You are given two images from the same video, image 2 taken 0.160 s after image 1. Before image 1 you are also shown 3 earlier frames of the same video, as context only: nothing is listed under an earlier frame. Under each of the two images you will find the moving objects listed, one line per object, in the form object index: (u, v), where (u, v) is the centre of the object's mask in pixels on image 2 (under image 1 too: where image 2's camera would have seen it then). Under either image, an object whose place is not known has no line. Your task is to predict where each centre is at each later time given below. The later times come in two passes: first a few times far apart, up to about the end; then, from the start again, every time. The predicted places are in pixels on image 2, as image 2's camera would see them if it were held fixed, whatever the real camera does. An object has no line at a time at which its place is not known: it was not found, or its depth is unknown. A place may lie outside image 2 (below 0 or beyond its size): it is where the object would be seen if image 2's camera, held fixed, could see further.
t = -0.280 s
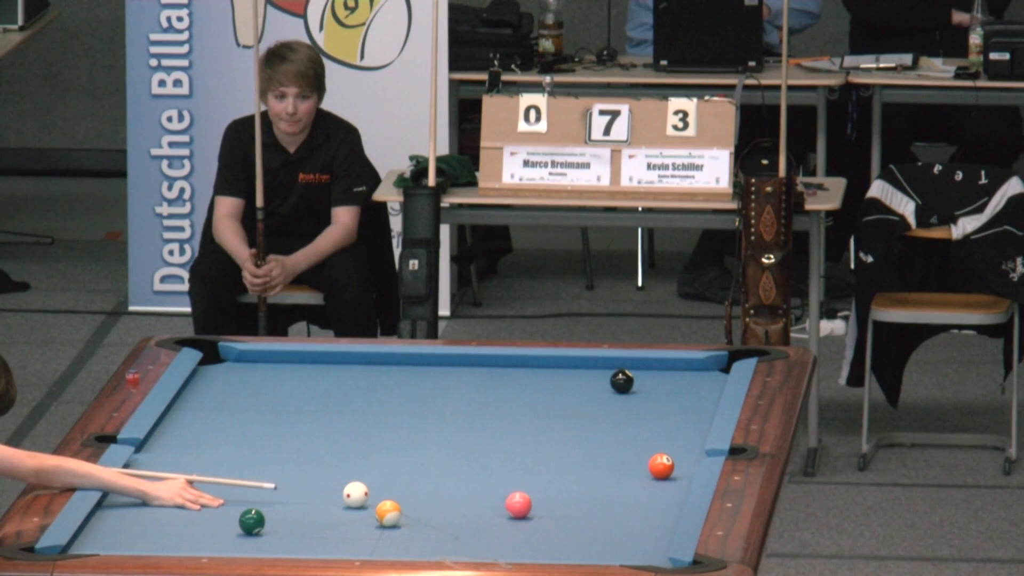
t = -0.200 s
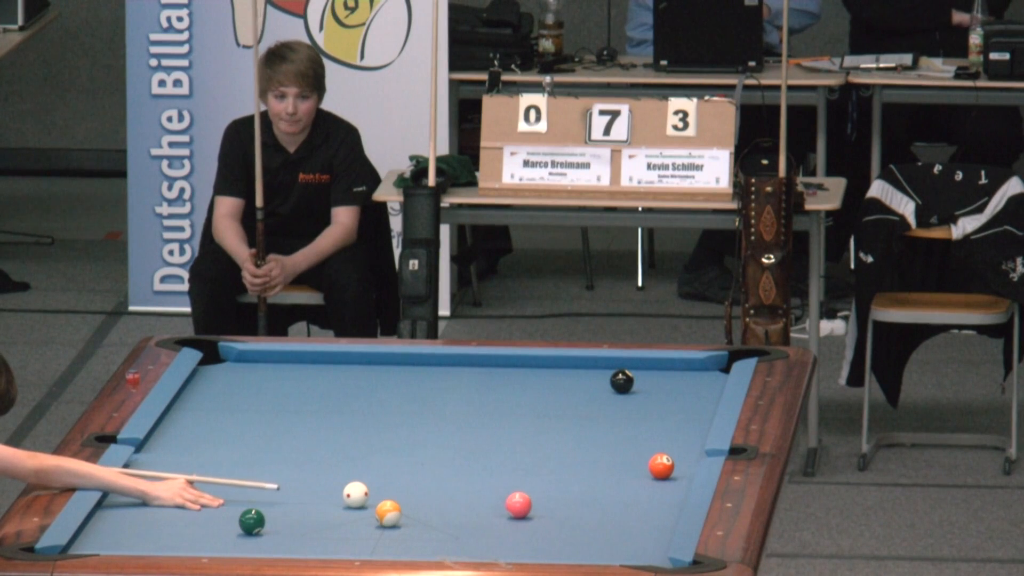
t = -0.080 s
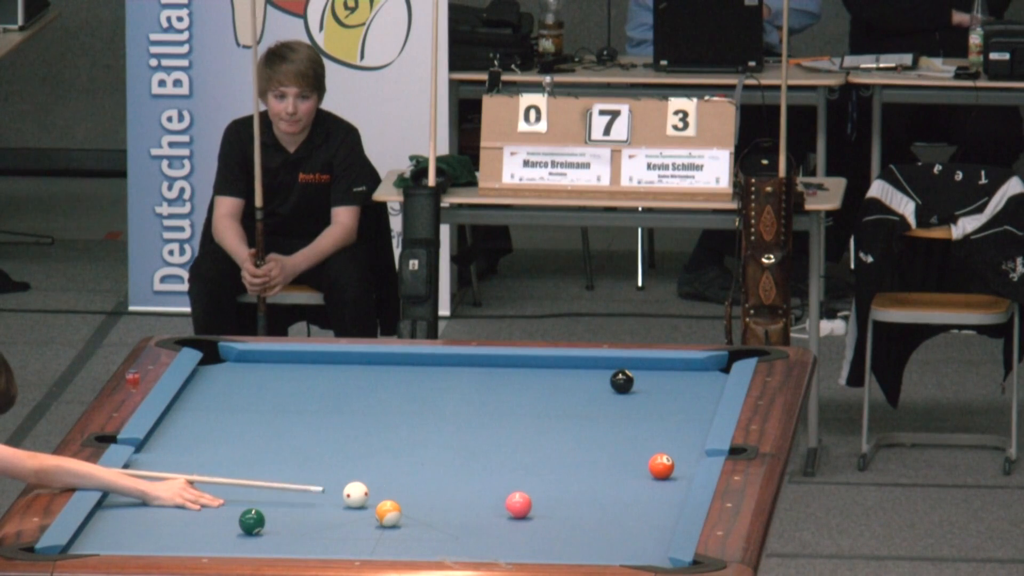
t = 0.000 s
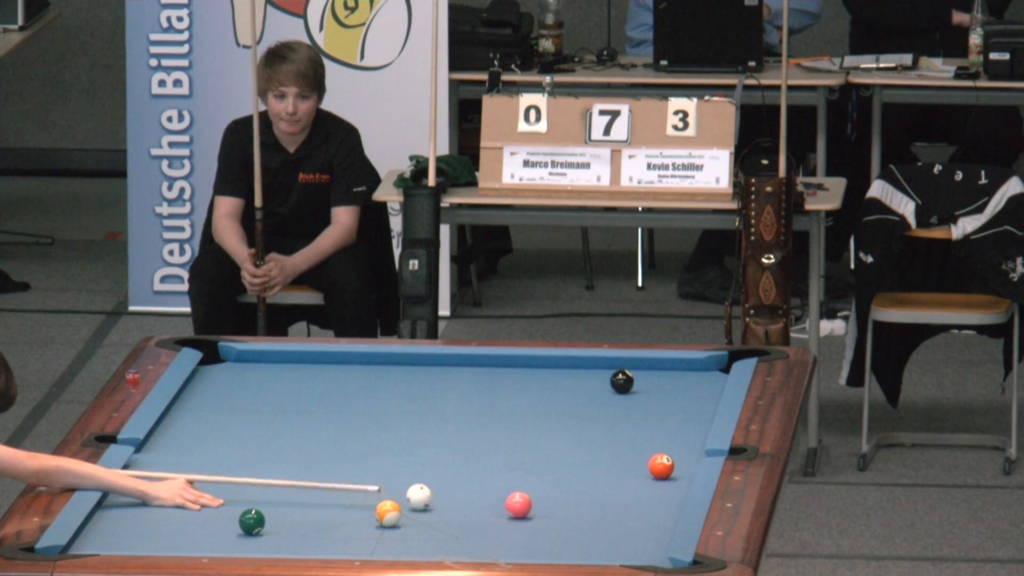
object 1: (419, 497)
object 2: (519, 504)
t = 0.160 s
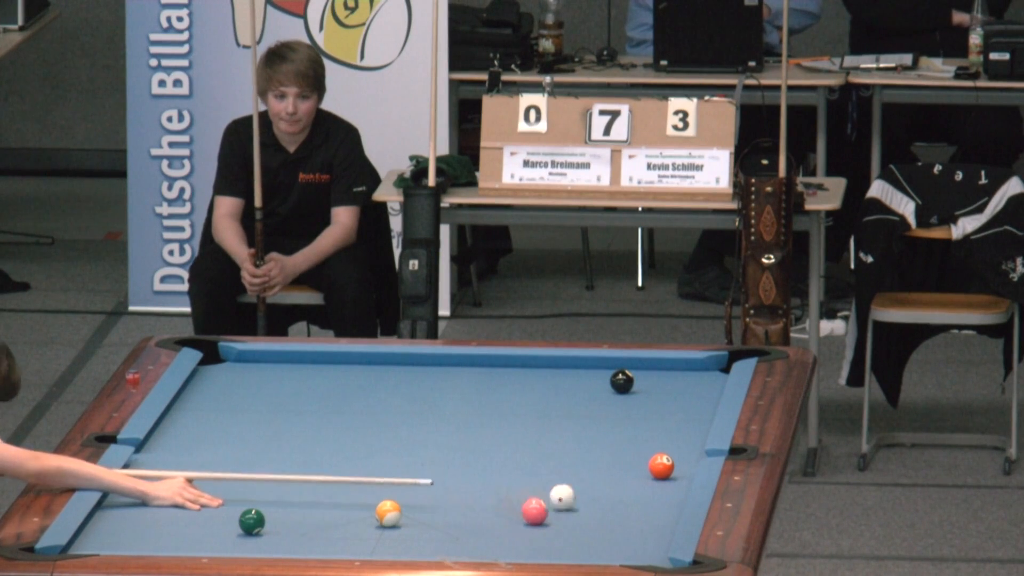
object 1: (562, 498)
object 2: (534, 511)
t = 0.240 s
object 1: (621, 495)
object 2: (550, 517)
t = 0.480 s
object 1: (609, 483)
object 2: (590, 531)
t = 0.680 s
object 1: (537, 472)
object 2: (623, 544)
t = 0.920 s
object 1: (455, 461)
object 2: (651, 555)
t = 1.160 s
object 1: (376, 450)
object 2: (630, 557)
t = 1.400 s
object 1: (300, 438)
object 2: (623, 554)
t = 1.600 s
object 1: (239, 430)
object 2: (617, 552)
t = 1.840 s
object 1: (170, 419)
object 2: (612, 550)
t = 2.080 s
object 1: (213, 417)
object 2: (607, 547)
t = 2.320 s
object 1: (252, 414)
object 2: (603, 545)
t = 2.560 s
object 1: (288, 411)
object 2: (600, 542)
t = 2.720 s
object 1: (312, 409)
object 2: (599, 541)
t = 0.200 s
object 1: (591, 496)
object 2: (542, 514)
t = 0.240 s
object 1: (621, 495)
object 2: (550, 517)
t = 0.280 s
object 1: (650, 493)
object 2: (556, 519)
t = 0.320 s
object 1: (678, 492)
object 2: (563, 522)
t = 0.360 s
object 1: (660, 490)
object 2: (570, 524)
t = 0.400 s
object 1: (640, 487)
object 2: (577, 527)
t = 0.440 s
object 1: (624, 486)
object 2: (583, 530)
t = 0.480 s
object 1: (609, 483)
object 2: (590, 531)
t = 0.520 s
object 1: (594, 481)
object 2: (596, 534)
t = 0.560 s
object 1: (580, 479)
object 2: (603, 536)
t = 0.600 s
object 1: (565, 477)
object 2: (610, 539)
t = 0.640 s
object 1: (551, 475)
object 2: (616, 542)
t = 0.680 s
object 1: (537, 472)
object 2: (623, 544)
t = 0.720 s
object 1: (523, 471)
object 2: (629, 546)
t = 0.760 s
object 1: (509, 469)
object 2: (636, 549)
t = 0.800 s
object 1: (496, 466)
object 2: (643, 550)
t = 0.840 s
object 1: (482, 465)
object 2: (649, 553)
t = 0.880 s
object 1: (468, 463)
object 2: (655, 554)
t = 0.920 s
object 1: (455, 461)
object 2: (651, 555)
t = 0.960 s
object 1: (441, 459)
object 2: (648, 556)
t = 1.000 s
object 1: (428, 457)
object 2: (643, 556)
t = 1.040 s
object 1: (415, 455)
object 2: (639, 557)
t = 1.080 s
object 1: (402, 453)
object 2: (635, 557)
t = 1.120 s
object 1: (388, 451)
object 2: (631, 557)
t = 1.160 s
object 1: (376, 450)
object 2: (630, 557)
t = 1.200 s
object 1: (363, 447)
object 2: (629, 556)
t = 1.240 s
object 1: (350, 446)
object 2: (628, 556)
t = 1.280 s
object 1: (338, 444)
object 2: (627, 556)
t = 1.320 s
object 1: (325, 442)
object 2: (626, 555)
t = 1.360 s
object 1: (312, 440)
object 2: (624, 555)
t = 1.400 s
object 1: (300, 438)
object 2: (623, 554)
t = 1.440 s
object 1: (288, 436)
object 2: (622, 554)
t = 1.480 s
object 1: (275, 435)
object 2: (621, 553)
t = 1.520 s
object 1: (263, 433)
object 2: (619, 553)
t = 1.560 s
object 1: (251, 432)
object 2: (618, 553)
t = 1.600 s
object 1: (239, 430)
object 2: (617, 552)
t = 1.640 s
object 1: (227, 428)
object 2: (616, 552)
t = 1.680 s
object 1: (215, 426)
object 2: (615, 552)
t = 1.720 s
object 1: (204, 425)
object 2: (614, 551)
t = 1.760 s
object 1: (192, 423)
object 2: (614, 551)
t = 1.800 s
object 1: (180, 421)
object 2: (613, 550)
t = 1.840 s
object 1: (170, 419)
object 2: (612, 550)
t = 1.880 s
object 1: (178, 419)
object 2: (611, 549)
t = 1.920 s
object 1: (186, 419)
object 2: (610, 549)
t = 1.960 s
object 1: (193, 418)
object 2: (609, 549)
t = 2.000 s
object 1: (200, 418)
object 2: (608, 548)
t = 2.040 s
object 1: (207, 417)
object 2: (608, 548)
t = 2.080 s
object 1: (213, 417)
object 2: (607, 547)
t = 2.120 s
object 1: (219, 416)
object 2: (606, 547)
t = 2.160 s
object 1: (226, 416)
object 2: (605, 547)
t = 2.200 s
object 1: (233, 415)
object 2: (605, 546)
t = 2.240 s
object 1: (239, 415)
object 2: (604, 546)
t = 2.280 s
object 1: (246, 414)
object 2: (604, 545)
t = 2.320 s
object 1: (252, 414)
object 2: (603, 545)
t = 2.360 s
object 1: (258, 413)
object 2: (603, 544)
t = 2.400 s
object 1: (265, 413)
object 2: (602, 544)
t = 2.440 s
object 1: (270, 412)
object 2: (602, 543)
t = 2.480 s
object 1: (277, 412)
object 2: (601, 543)
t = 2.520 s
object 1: (283, 412)
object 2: (601, 543)
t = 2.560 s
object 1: (288, 411)
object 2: (600, 542)
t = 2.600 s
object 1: (294, 411)
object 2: (600, 542)
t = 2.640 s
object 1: (300, 410)
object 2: (599, 541)
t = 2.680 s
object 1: (306, 410)
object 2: (599, 541)
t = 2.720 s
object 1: (312, 409)
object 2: (599, 541)
